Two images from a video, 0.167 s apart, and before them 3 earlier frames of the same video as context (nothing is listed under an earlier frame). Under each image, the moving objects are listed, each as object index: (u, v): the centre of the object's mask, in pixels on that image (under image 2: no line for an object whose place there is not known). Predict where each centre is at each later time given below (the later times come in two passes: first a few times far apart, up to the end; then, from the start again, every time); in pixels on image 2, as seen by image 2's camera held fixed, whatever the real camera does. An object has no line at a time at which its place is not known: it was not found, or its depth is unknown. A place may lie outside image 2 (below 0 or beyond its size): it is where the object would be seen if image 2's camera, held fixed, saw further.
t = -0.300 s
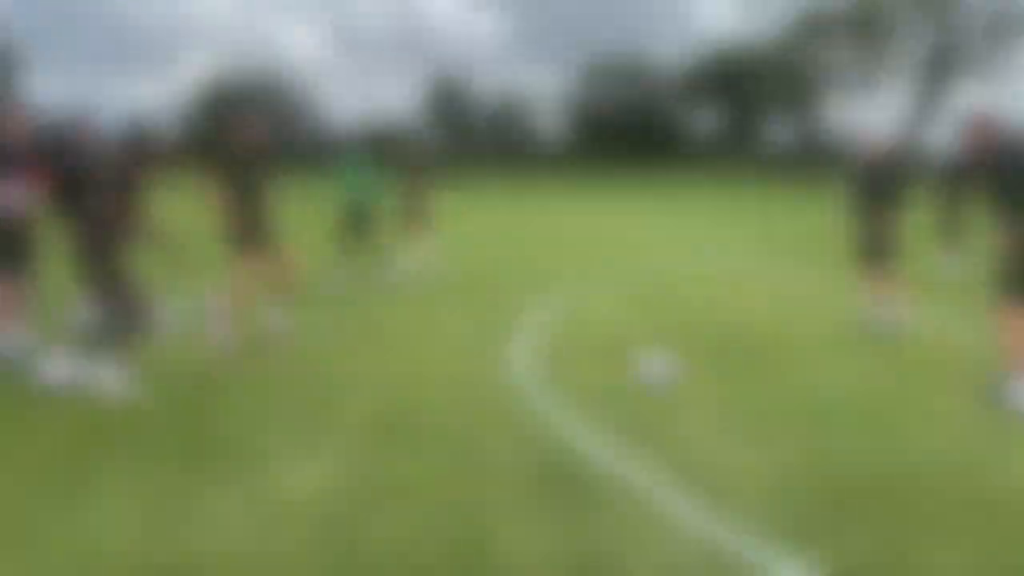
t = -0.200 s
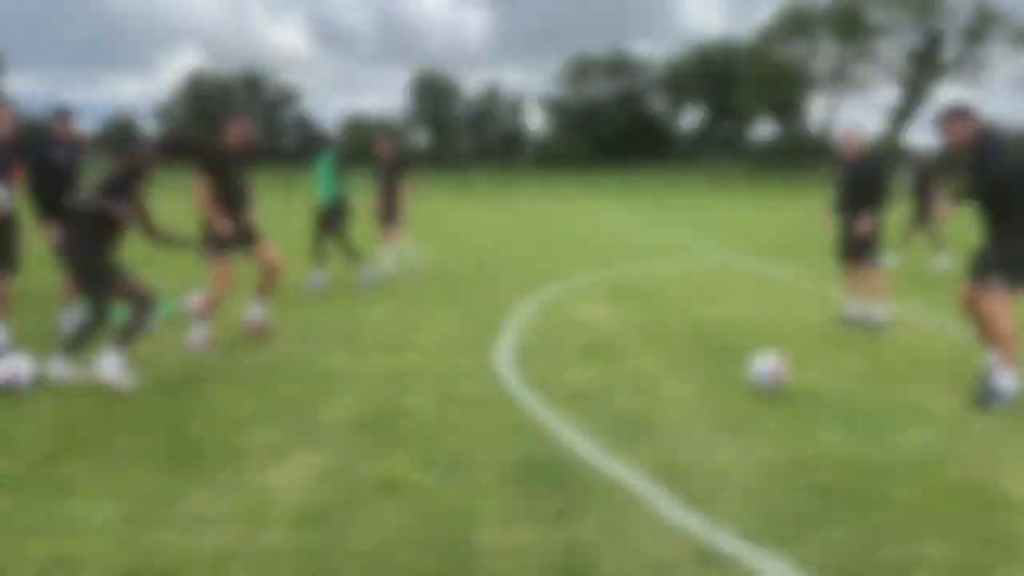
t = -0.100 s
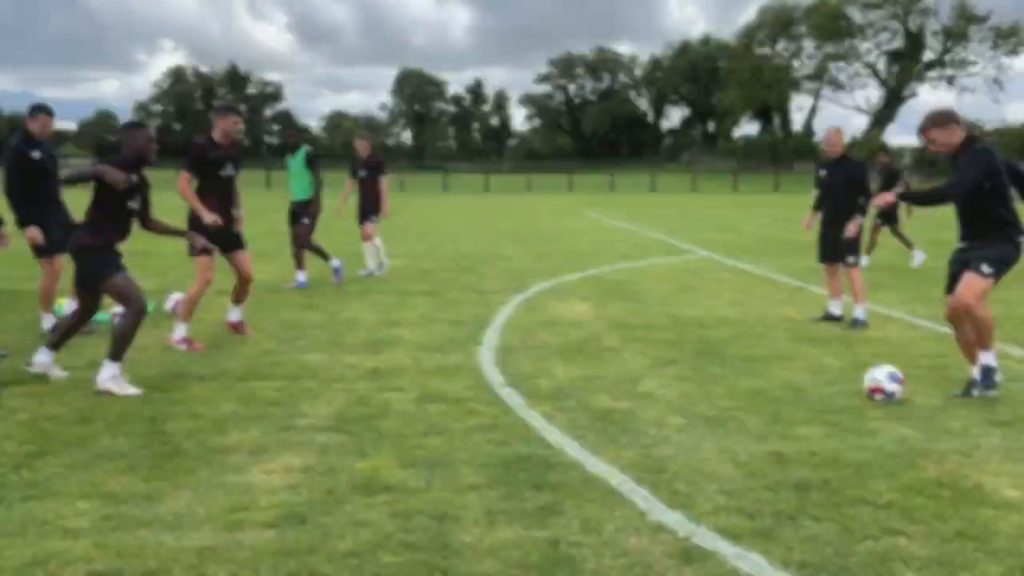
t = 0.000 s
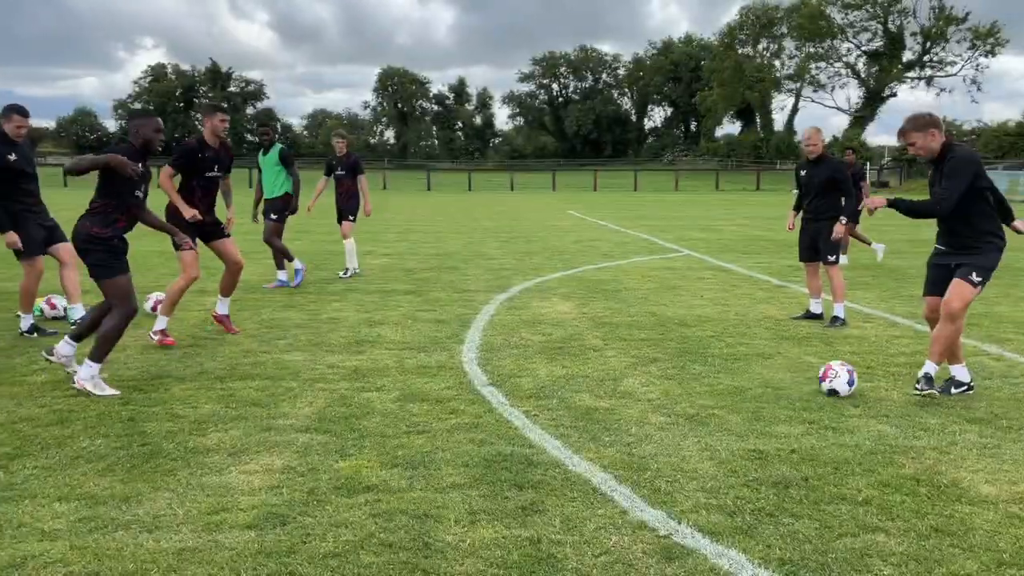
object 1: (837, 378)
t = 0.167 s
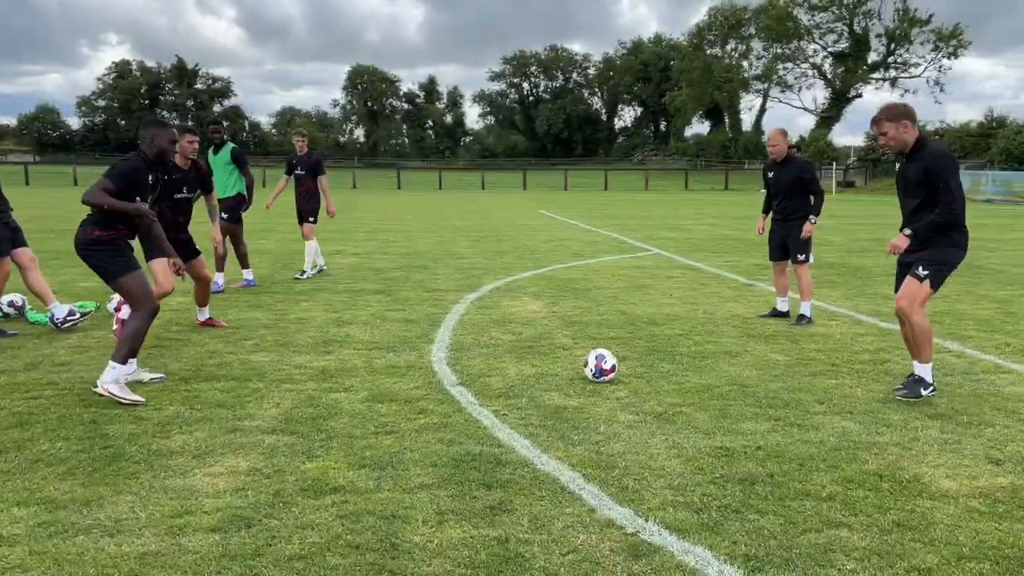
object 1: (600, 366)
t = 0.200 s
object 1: (566, 362)
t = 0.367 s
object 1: (417, 352)
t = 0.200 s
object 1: (566, 362)
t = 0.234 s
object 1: (533, 361)
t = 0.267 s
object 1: (501, 359)
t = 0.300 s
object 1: (472, 356)
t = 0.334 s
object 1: (445, 354)
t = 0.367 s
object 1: (417, 352)
